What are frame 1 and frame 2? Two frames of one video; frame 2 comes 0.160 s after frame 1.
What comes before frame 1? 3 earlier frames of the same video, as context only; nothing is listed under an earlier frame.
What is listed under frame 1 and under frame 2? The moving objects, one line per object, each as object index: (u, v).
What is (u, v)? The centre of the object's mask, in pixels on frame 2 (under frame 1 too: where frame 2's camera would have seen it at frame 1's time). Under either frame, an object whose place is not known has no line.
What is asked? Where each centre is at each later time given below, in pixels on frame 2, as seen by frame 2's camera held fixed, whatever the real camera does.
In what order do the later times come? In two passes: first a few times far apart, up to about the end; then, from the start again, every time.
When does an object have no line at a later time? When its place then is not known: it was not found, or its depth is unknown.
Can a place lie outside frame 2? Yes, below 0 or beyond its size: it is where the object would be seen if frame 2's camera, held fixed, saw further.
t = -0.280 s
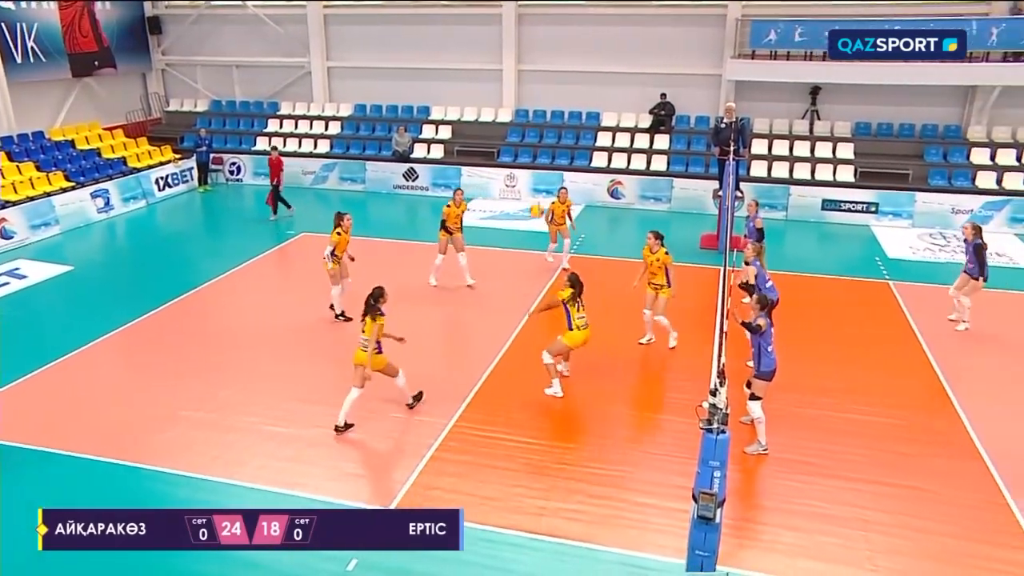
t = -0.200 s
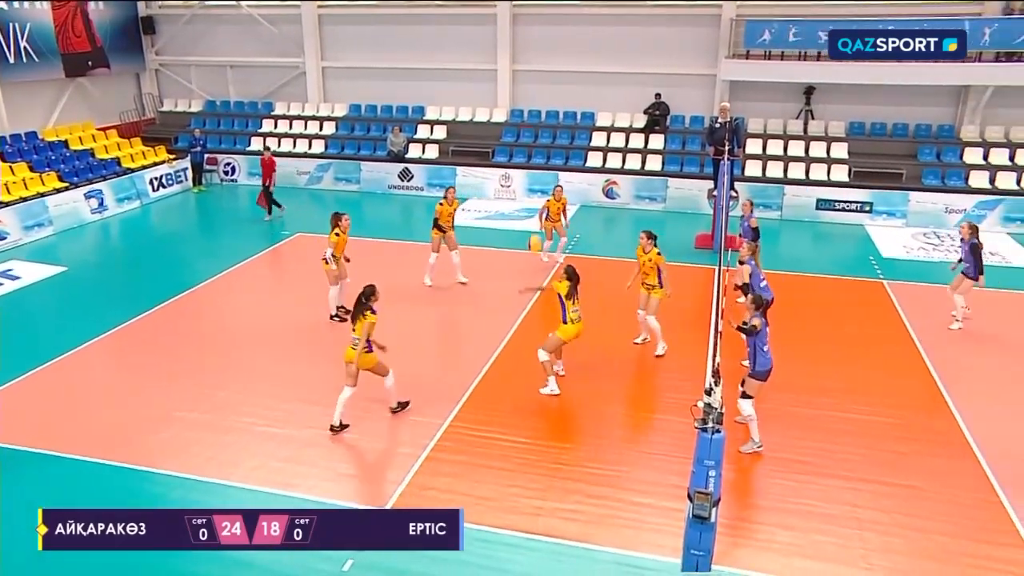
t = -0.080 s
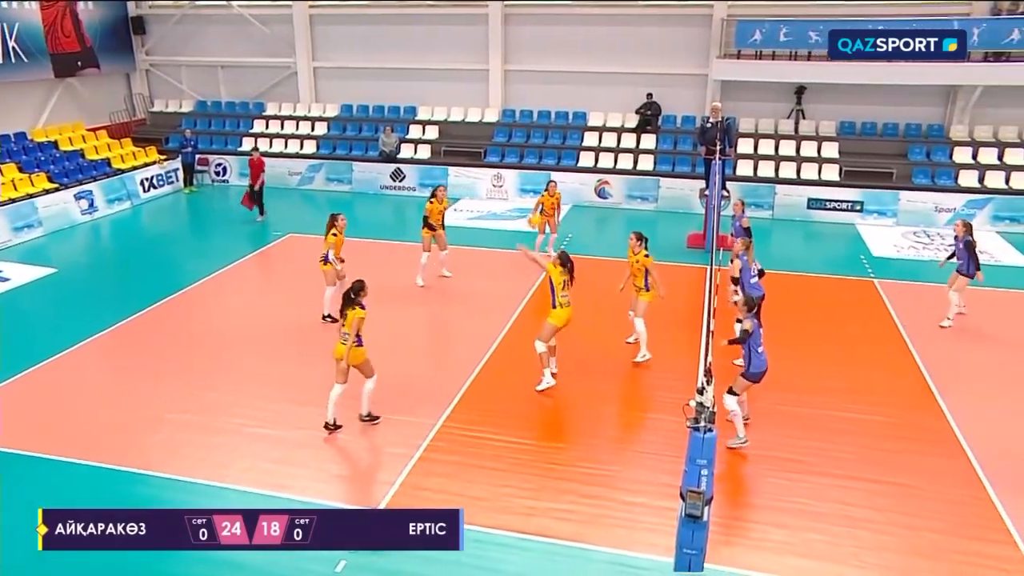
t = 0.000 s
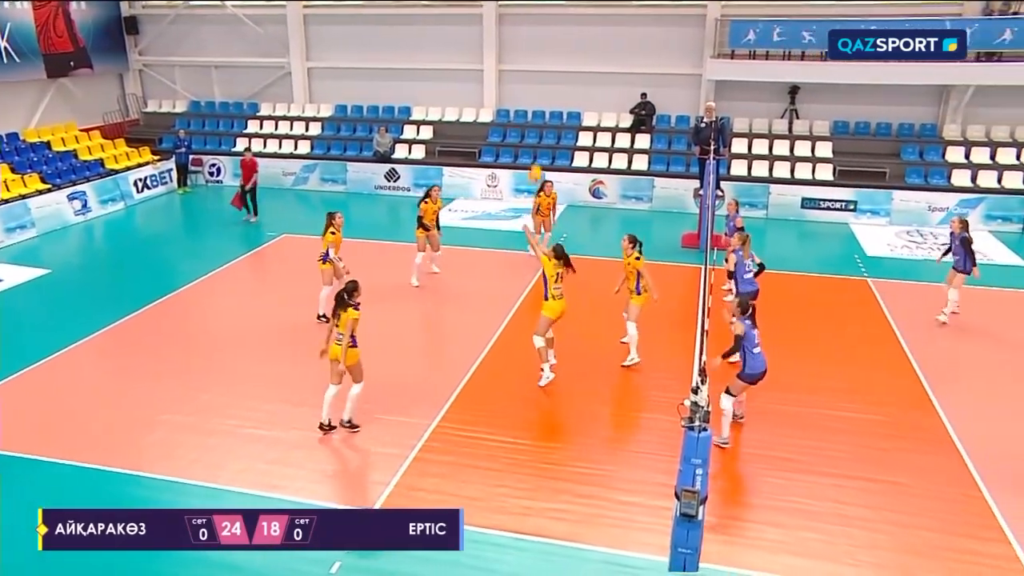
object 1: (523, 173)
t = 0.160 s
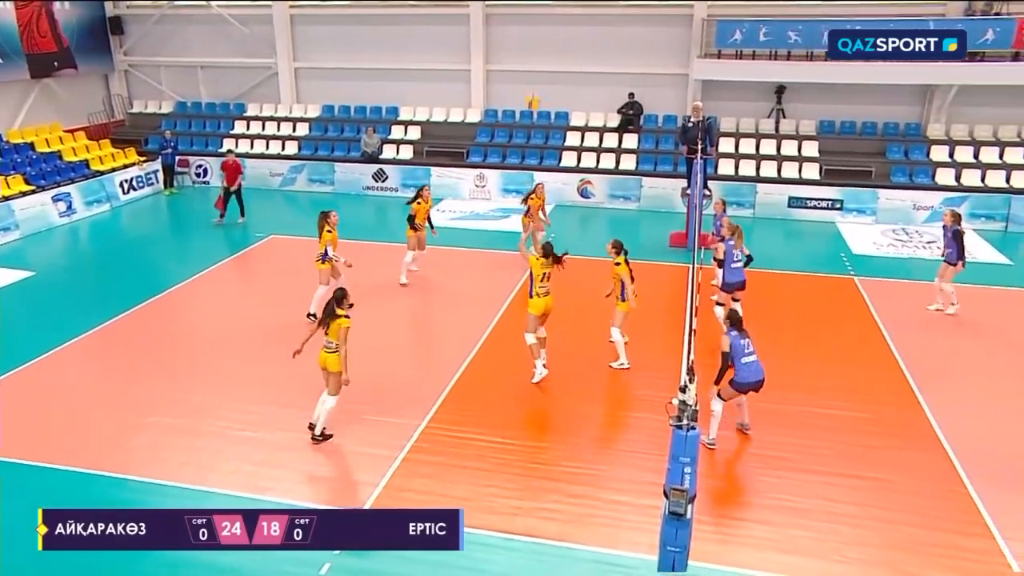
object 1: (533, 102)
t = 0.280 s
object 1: (540, 63)
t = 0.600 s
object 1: (556, 22)
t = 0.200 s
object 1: (535, 88)
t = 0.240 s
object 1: (538, 76)
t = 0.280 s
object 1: (540, 63)
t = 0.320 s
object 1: (542, 54)
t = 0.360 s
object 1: (544, 45)
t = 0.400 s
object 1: (545, 38)
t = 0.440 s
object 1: (547, 33)
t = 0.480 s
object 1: (550, 28)
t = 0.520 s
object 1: (552, 25)
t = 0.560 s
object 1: (553, 23)
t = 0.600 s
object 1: (556, 22)
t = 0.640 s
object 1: (557, 22)
